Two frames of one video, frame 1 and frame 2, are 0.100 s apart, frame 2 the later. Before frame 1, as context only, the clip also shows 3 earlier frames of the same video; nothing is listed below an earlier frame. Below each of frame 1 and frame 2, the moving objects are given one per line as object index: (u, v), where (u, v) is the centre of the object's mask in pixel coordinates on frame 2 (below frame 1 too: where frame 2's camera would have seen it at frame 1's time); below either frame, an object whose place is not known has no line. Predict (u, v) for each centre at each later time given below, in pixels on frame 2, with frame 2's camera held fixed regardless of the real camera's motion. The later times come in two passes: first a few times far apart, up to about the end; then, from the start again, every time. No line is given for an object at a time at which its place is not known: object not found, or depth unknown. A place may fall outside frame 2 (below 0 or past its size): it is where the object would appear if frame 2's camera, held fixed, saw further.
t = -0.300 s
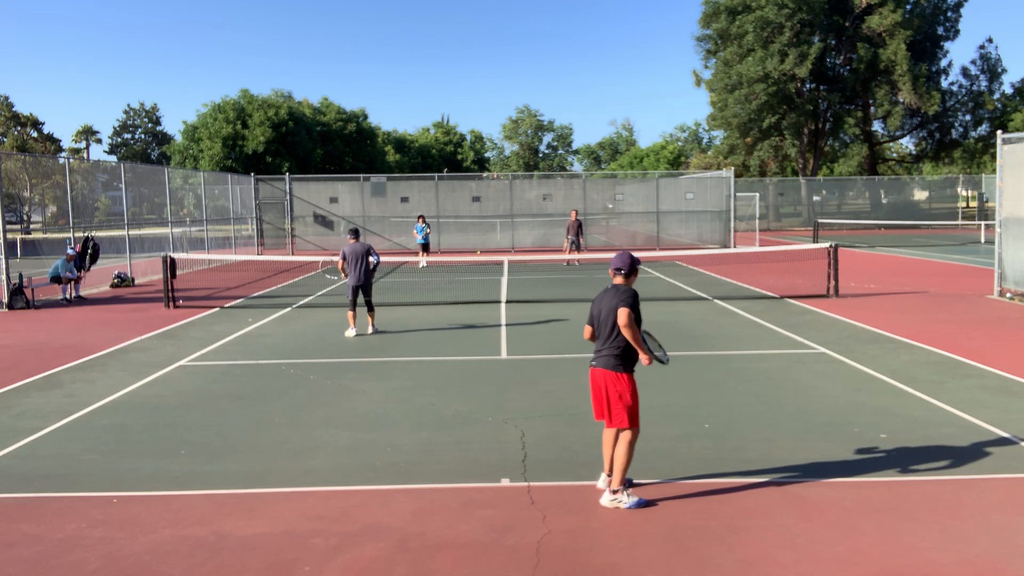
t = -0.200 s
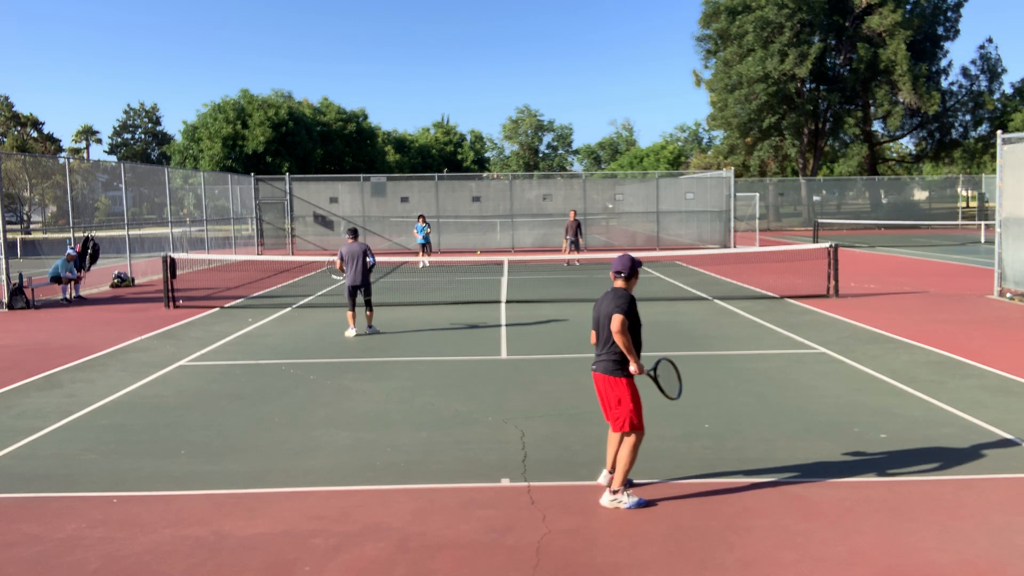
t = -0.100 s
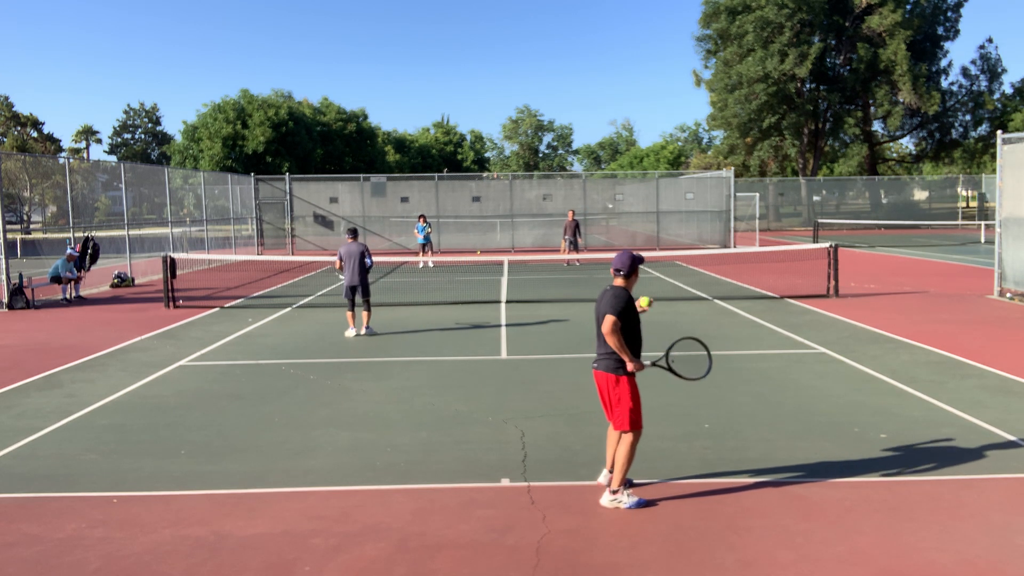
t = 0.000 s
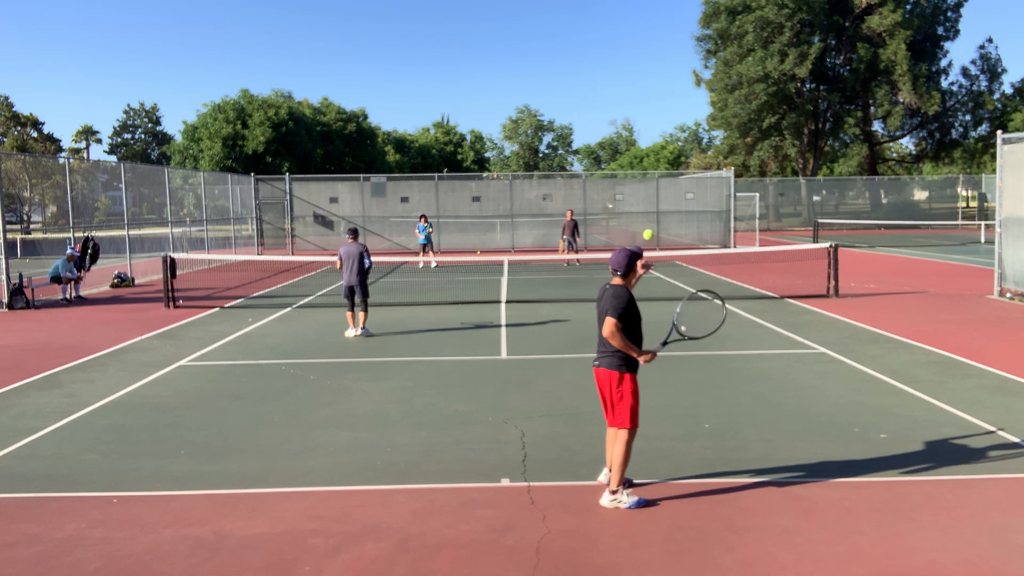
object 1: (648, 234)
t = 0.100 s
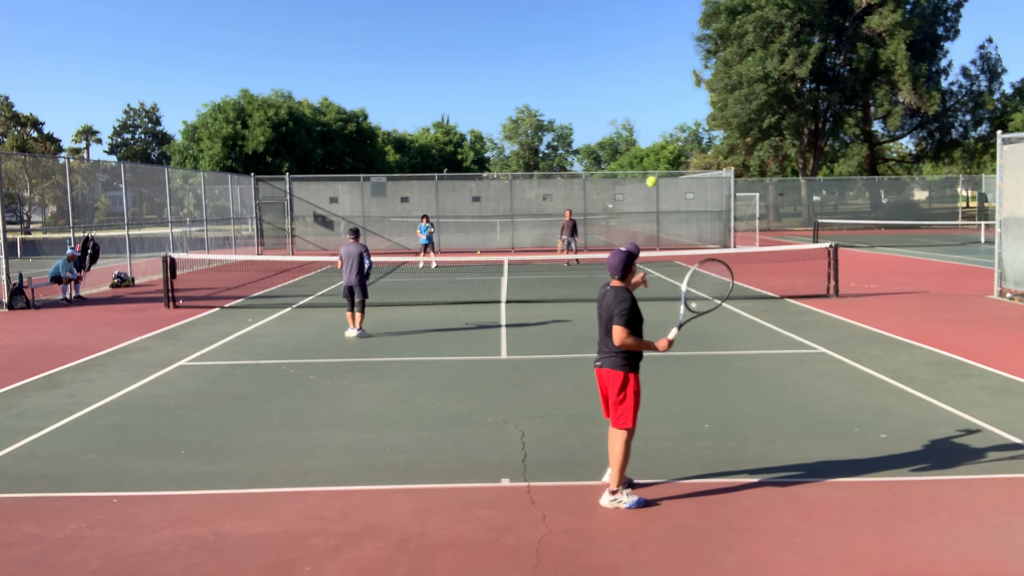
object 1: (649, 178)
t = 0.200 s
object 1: (654, 142)
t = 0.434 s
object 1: (664, 109)
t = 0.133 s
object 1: (652, 167)
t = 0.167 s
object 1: (653, 154)
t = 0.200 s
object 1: (654, 142)
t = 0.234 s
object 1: (656, 133)
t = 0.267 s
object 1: (658, 125)
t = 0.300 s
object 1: (659, 119)
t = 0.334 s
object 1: (660, 114)
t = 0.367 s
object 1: (662, 111)
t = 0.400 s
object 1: (663, 109)
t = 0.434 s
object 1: (664, 109)
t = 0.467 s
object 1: (666, 111)
